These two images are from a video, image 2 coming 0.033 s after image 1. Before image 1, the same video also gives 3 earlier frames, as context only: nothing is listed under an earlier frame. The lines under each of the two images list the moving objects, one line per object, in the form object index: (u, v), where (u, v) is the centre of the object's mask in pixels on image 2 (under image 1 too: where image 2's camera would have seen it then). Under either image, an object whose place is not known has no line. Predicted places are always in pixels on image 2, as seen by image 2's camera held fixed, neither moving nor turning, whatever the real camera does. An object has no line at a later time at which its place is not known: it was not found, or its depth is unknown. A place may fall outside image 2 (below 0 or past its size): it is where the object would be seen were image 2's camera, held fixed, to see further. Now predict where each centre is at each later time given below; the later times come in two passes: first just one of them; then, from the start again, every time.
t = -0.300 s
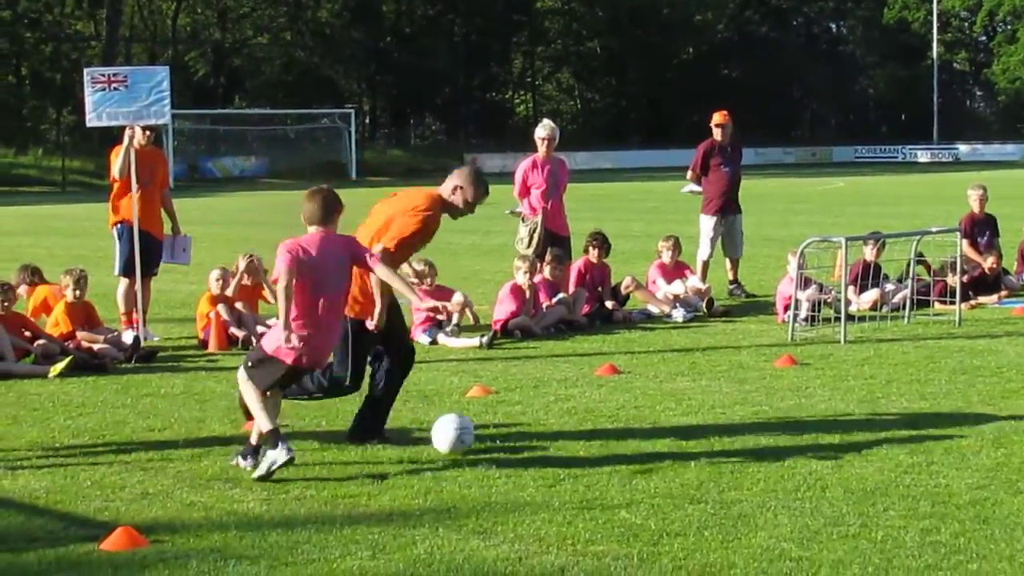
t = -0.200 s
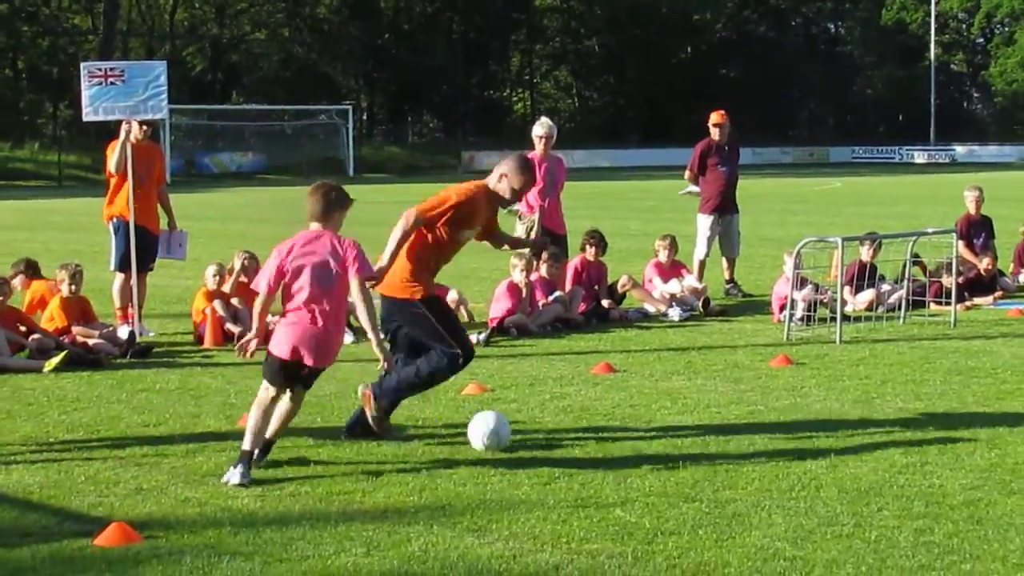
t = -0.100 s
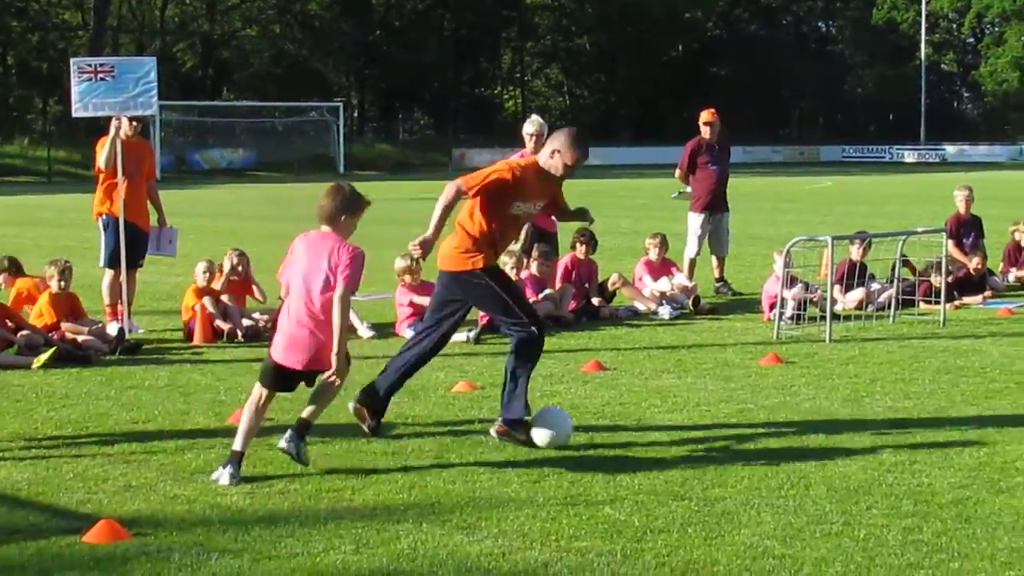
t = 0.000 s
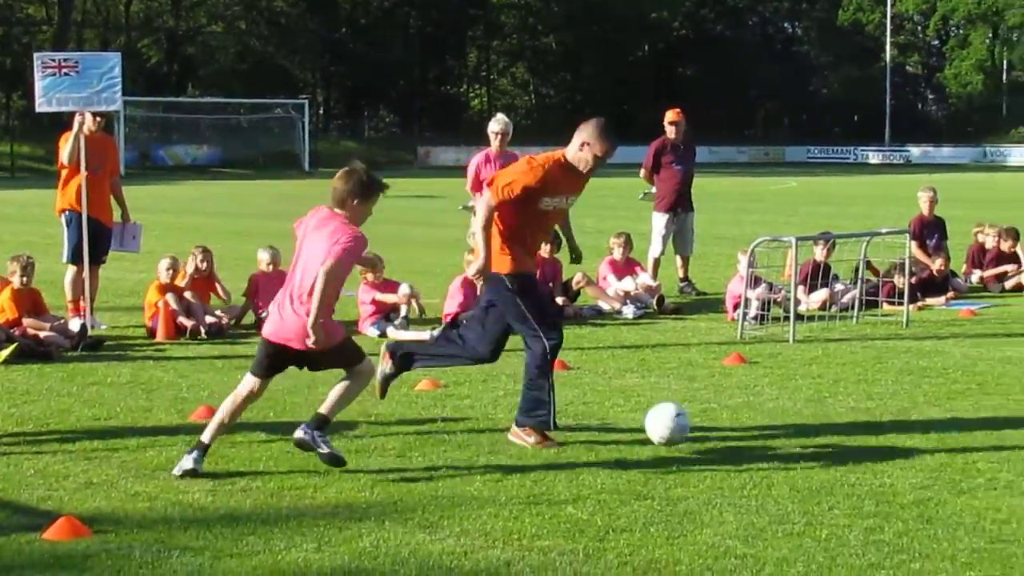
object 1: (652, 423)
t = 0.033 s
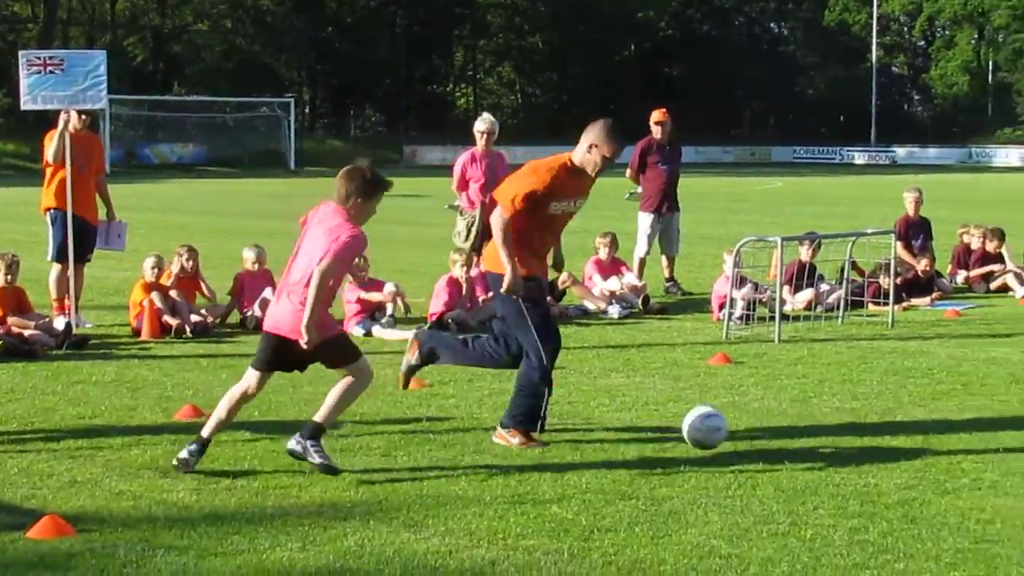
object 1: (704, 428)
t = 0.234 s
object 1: (983, 445)
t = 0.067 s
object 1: (758, 434)
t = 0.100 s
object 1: (810, 441)
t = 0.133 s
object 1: (857, 442)
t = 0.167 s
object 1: (900, 442)
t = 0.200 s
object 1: (941, 443)
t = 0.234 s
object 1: (983, 445)
